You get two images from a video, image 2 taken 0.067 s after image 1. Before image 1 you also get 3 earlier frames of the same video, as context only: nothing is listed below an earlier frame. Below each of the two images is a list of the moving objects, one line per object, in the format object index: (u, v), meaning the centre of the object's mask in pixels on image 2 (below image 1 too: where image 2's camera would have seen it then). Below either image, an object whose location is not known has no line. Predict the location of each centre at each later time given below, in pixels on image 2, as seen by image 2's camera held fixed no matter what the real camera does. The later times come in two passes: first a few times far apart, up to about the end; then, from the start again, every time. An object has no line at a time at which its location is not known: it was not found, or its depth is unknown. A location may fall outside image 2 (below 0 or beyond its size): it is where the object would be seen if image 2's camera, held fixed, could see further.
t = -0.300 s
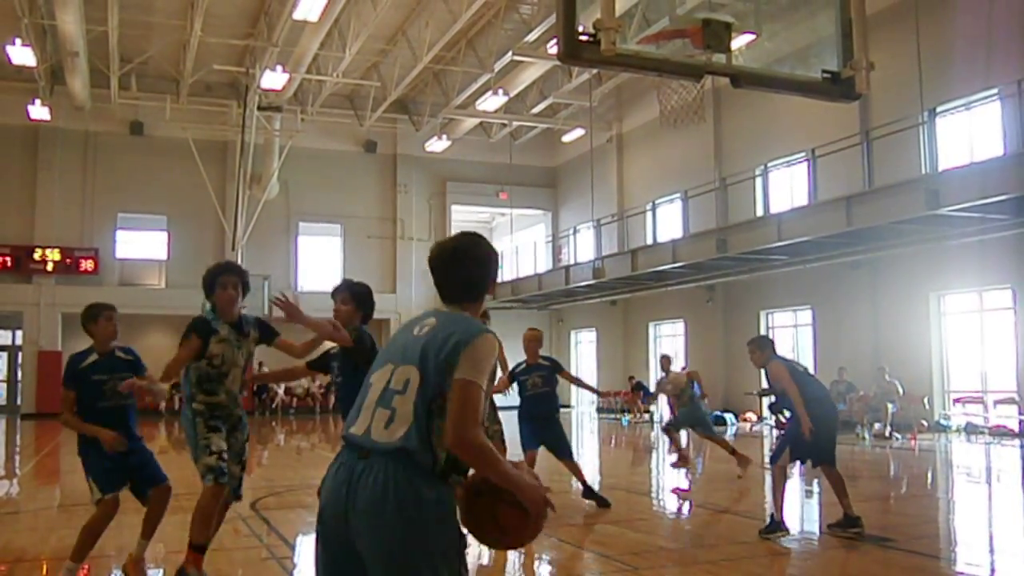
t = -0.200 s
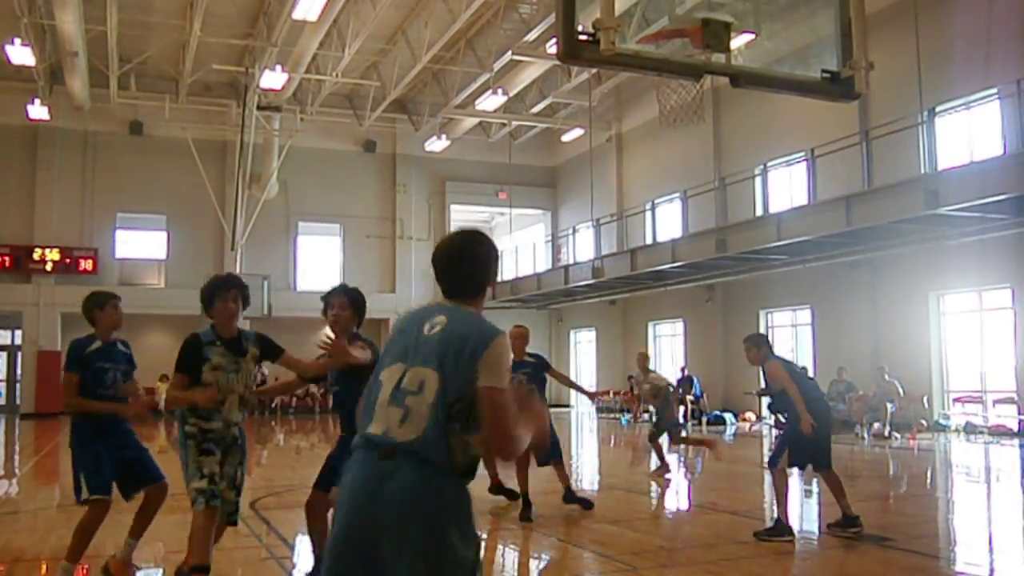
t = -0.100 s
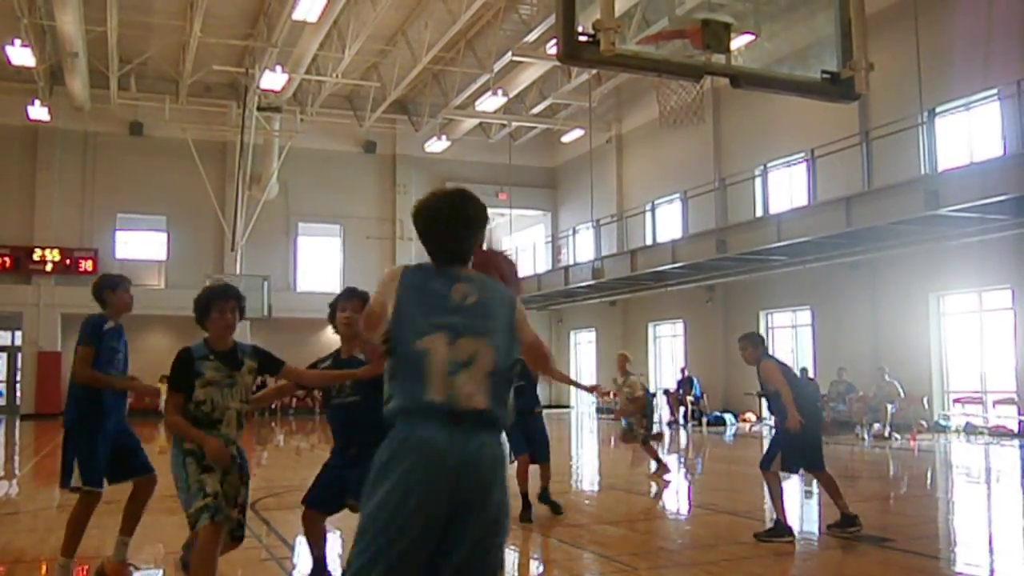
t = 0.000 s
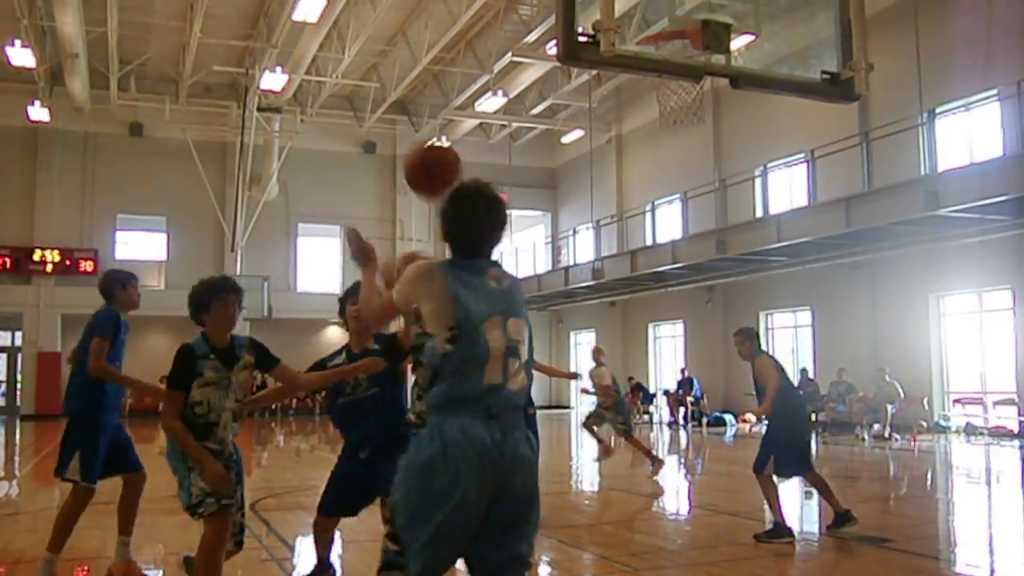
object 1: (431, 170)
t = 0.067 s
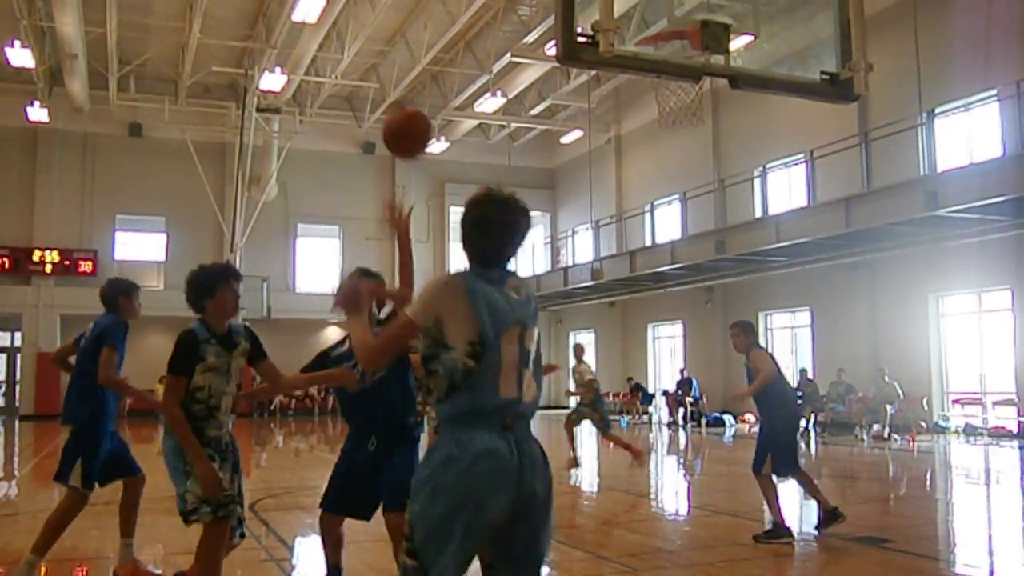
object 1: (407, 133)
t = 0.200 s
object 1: (373, 104)
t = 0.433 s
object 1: (337, 123)
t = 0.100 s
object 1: (397, 122)
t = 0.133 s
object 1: (388, 113)
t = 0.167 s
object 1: (380, 107)
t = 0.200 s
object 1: (373, 104)
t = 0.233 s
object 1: (367, 102)
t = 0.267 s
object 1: (361, 102)
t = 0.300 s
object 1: (355, 104)
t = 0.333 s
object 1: (350, 107)
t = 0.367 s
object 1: (346, 111)
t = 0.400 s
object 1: (342, 117)
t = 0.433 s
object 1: (337, 123)
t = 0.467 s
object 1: (334, 130)
